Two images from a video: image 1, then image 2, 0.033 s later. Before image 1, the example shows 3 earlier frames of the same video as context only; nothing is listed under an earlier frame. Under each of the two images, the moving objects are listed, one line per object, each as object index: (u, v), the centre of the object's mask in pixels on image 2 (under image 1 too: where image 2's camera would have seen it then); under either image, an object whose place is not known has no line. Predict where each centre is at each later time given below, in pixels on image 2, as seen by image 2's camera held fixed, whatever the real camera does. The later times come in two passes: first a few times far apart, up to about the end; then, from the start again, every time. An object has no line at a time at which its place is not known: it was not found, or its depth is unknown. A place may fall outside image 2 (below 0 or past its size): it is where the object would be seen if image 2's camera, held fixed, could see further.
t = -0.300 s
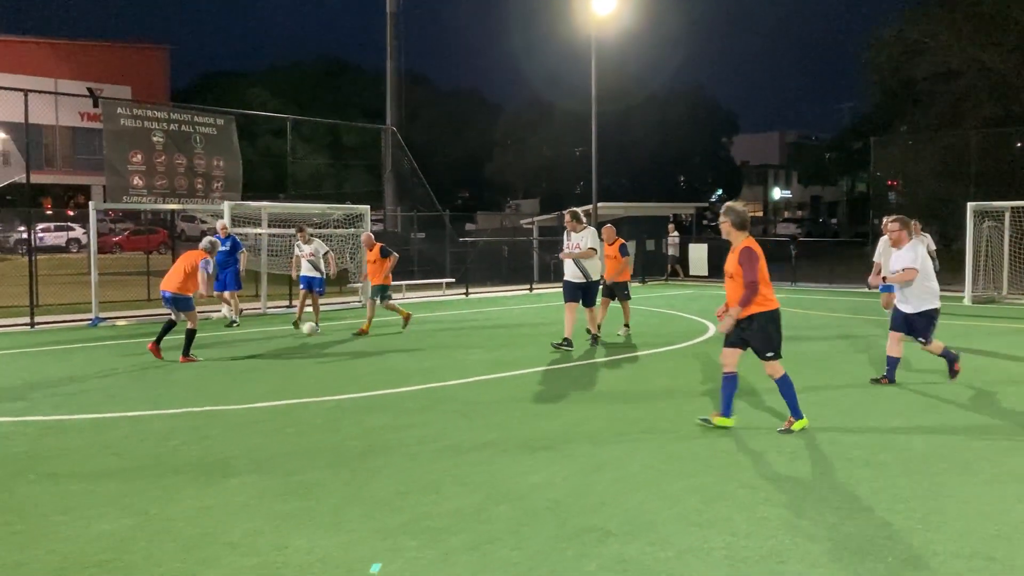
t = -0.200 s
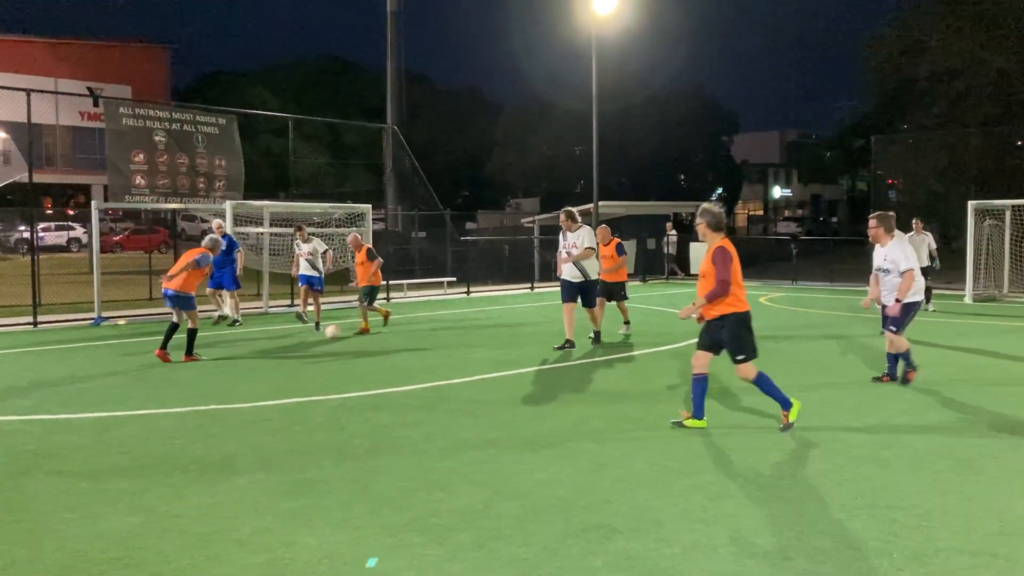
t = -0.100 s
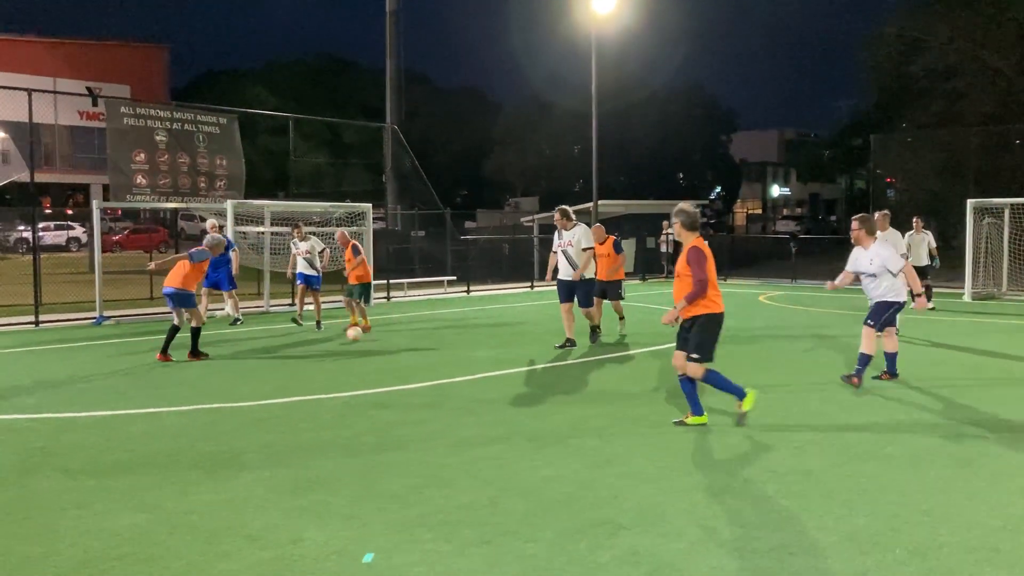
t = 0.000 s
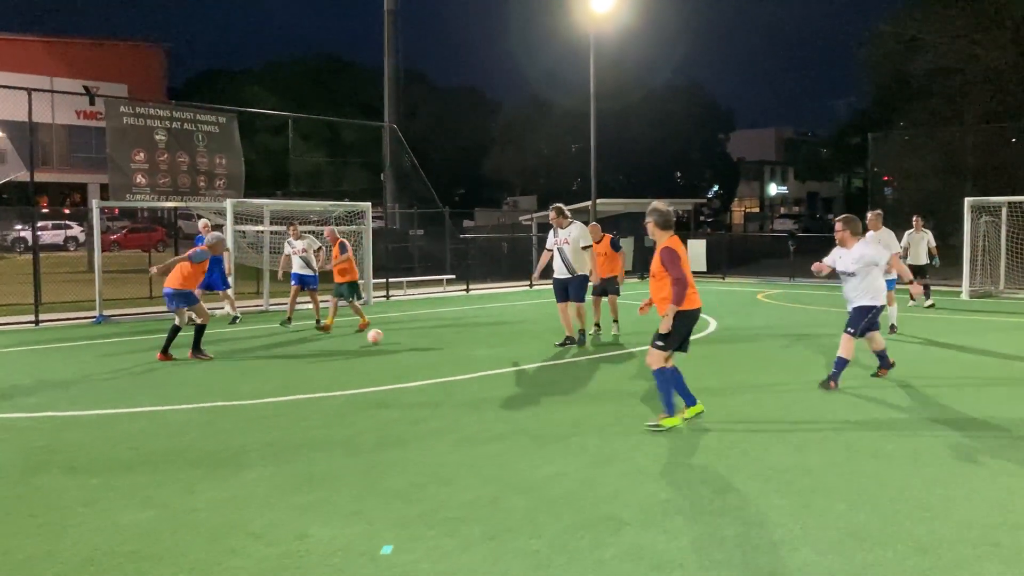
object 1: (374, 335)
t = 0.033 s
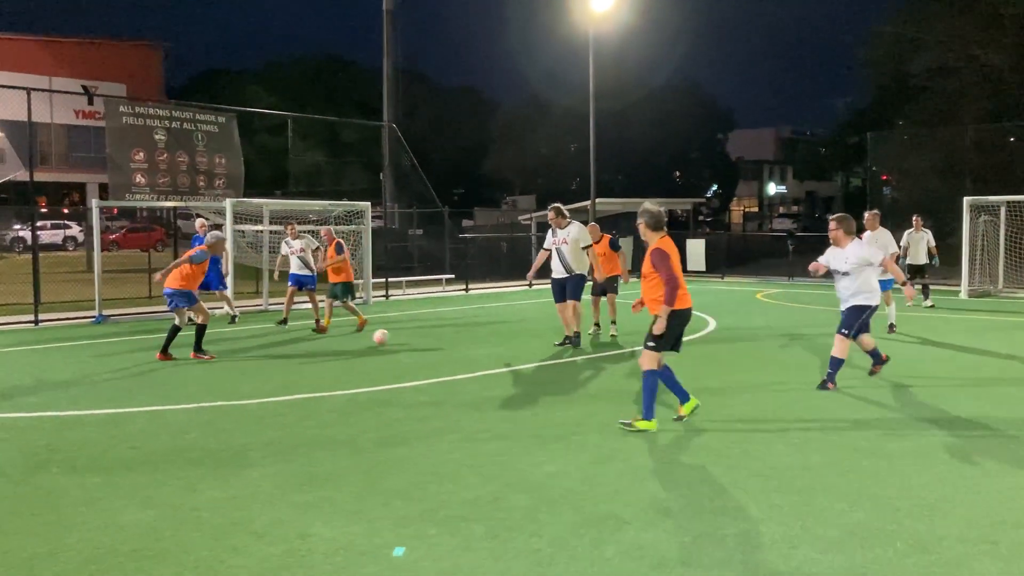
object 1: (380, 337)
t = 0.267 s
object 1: (424, 345)
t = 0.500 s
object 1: (470, 354)
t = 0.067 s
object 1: (387, 338)
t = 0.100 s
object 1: (394, 340)
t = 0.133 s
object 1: (400, 340)
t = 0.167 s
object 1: (405, 342)
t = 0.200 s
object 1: (412, 343)
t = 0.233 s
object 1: (418, 345)
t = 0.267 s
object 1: (424, 345)
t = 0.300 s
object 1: (431, 347)
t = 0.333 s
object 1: (437, 348)
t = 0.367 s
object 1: (443, 349)
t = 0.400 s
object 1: (450, 350)
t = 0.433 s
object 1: (456, 351)
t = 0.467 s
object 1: (463, 353)
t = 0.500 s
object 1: (470, 354)
